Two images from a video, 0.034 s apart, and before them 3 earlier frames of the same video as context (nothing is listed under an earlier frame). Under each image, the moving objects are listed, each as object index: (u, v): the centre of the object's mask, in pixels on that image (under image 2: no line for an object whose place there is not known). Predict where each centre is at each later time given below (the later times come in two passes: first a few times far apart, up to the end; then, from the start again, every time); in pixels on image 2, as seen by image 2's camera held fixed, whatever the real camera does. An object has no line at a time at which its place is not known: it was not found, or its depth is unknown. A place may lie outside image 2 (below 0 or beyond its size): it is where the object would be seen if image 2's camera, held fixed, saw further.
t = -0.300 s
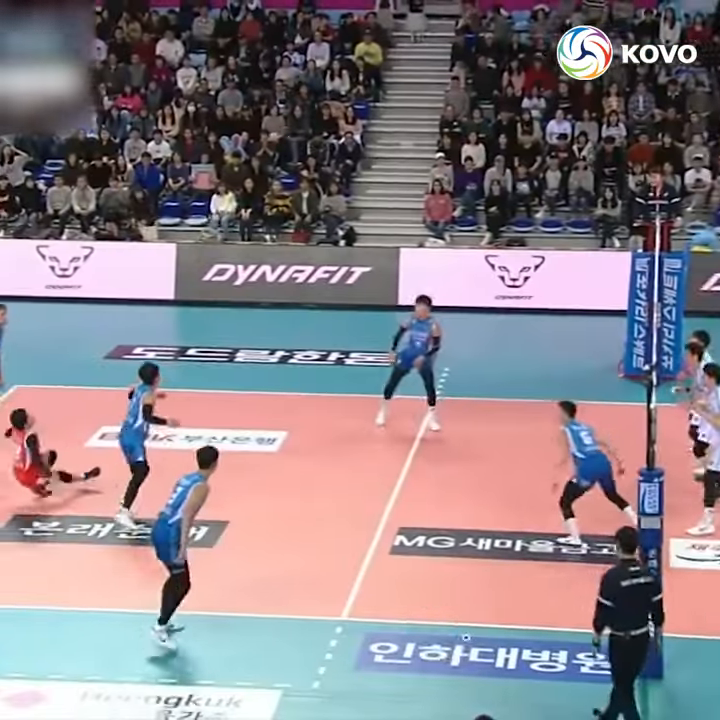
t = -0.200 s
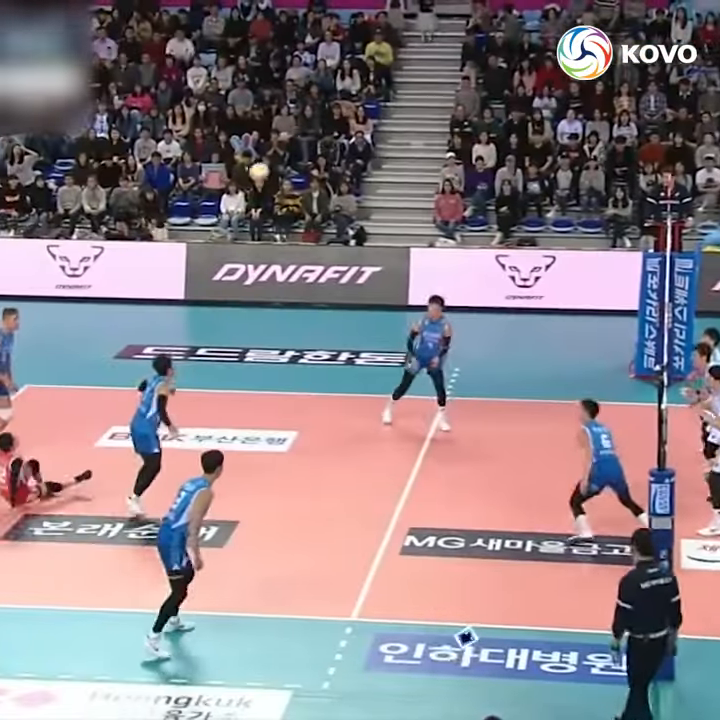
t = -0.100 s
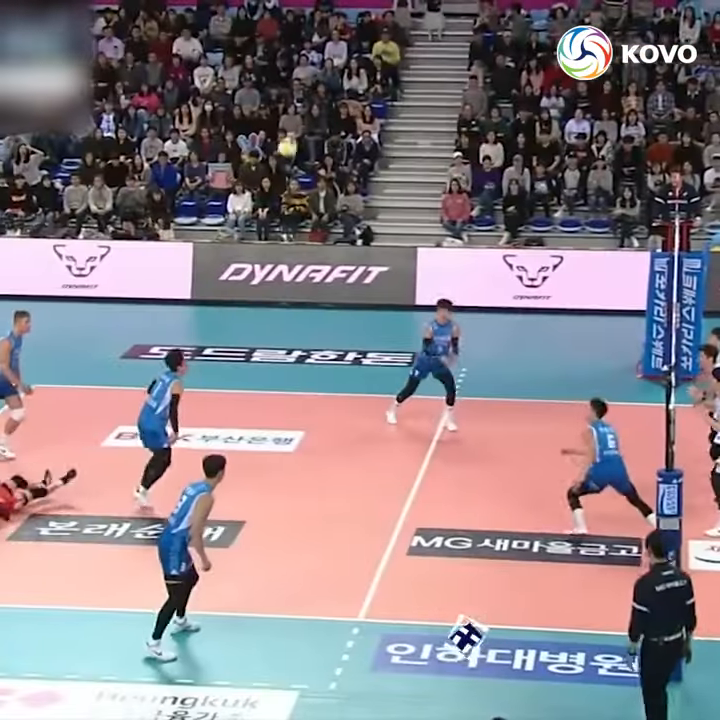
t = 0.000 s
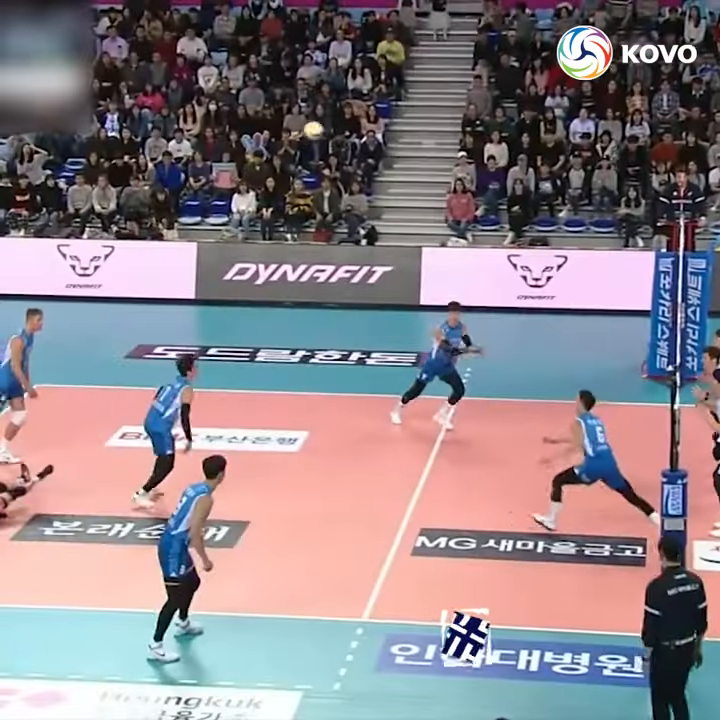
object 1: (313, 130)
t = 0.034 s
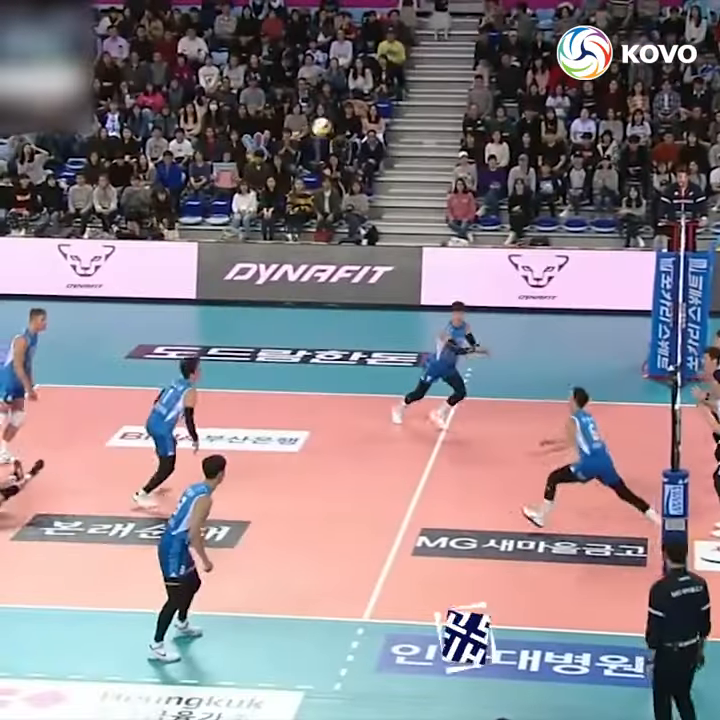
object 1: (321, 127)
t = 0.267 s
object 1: (371, 128)
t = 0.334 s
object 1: (387, 136)
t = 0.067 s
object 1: (328, 124)
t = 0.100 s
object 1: (335, 123)
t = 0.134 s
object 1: (343, 122)
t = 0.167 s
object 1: (350, 122)
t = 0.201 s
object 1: (357, 123)
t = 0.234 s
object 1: (363, 124)
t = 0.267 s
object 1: (371, 128)
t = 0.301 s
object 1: (379, 132)
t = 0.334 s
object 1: (387, 136)
